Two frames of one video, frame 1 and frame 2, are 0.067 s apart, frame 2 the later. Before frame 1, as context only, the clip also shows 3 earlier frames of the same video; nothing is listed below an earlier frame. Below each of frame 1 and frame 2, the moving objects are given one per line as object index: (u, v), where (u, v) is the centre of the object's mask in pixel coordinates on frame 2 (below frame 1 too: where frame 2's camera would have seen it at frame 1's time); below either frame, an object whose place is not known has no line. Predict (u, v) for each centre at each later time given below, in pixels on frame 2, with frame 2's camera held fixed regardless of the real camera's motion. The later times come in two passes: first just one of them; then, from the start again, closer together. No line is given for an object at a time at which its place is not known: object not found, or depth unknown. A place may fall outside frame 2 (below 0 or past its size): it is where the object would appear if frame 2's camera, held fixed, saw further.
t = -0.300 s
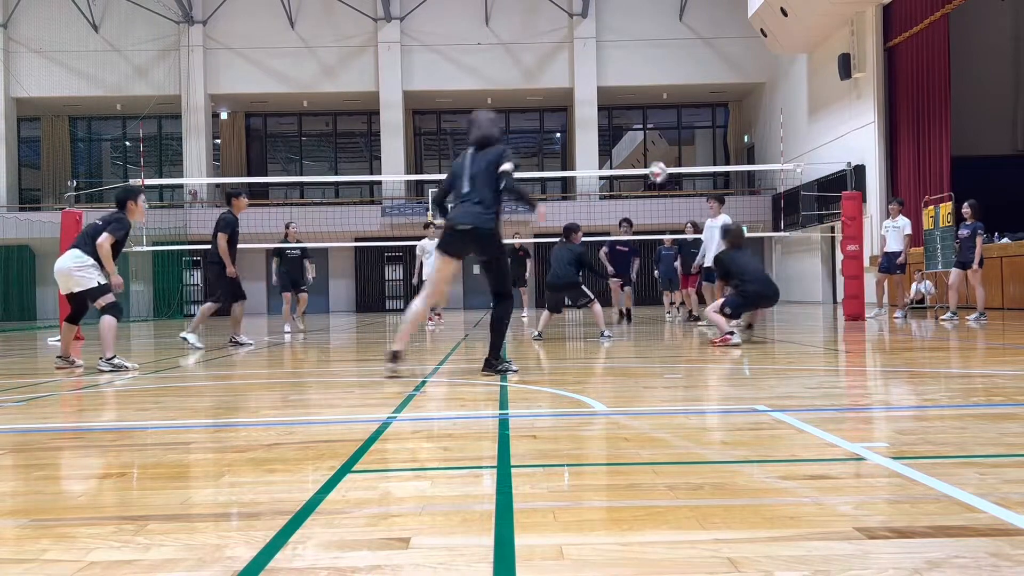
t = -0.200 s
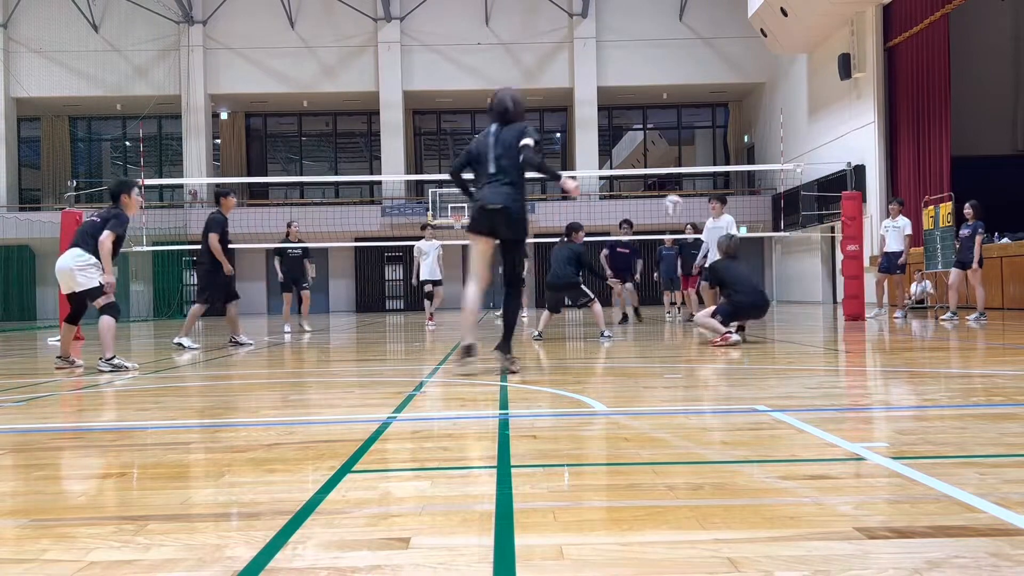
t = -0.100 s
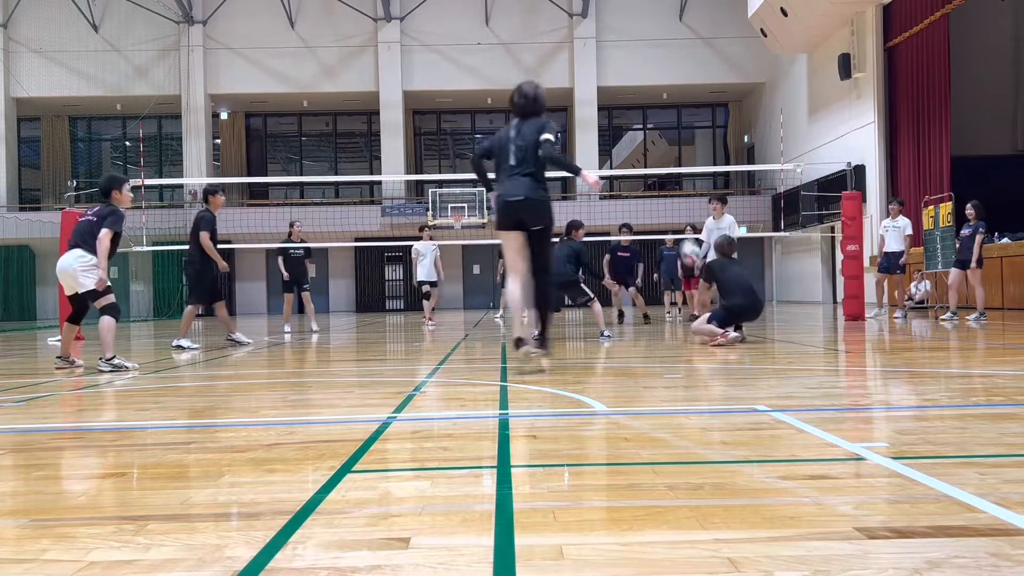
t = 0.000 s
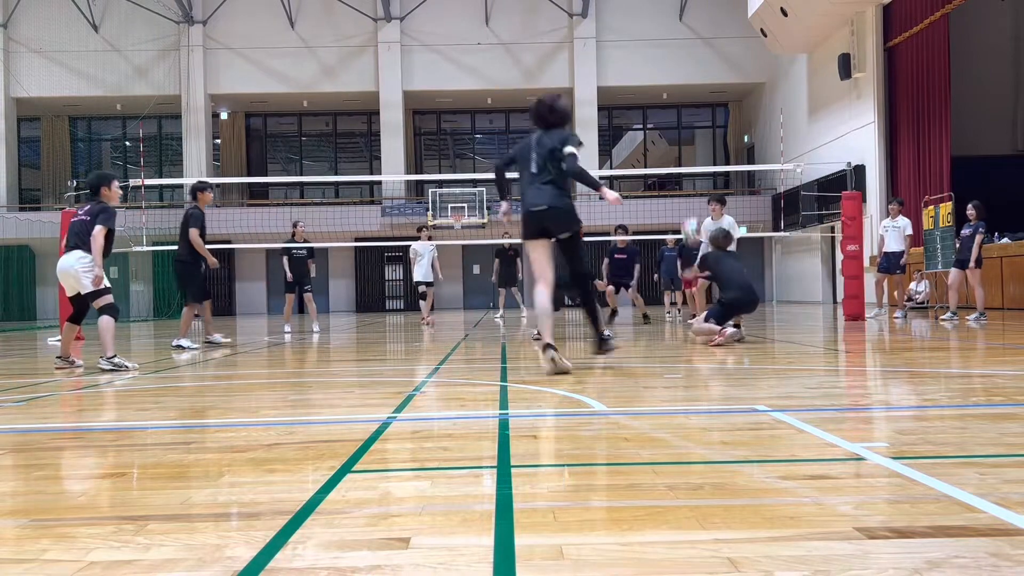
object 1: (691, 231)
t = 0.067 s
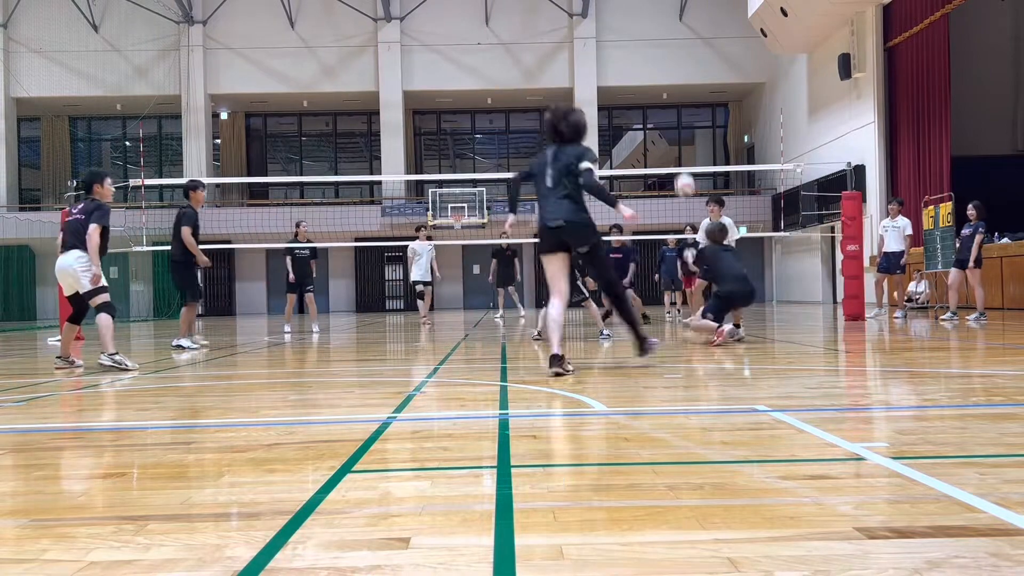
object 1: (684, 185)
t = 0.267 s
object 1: (668, 88)
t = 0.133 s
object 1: (679, 147)
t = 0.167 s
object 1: (676, 131)
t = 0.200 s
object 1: (673, 114)
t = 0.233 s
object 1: (670, 100)
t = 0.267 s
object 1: (668, 88)
